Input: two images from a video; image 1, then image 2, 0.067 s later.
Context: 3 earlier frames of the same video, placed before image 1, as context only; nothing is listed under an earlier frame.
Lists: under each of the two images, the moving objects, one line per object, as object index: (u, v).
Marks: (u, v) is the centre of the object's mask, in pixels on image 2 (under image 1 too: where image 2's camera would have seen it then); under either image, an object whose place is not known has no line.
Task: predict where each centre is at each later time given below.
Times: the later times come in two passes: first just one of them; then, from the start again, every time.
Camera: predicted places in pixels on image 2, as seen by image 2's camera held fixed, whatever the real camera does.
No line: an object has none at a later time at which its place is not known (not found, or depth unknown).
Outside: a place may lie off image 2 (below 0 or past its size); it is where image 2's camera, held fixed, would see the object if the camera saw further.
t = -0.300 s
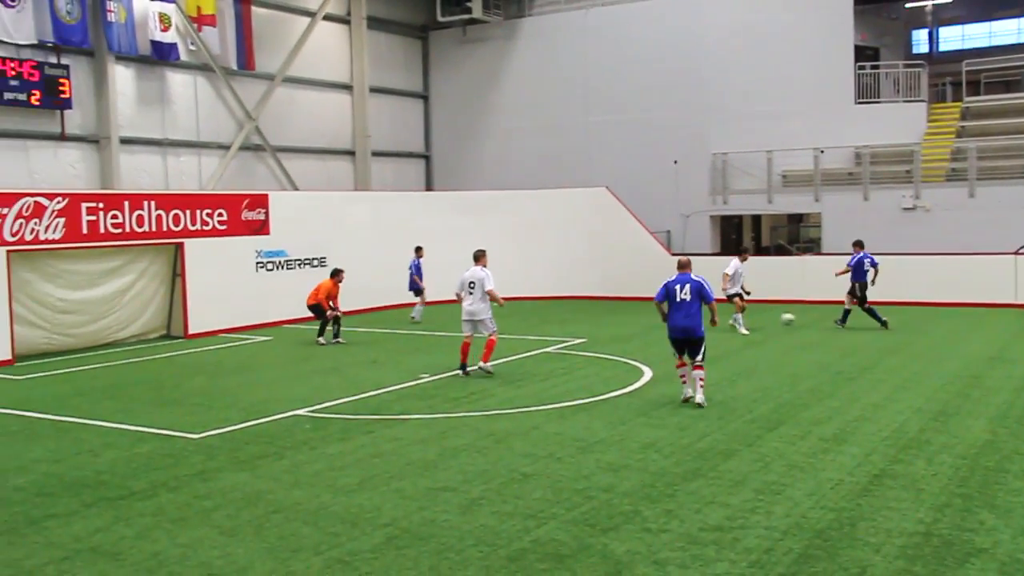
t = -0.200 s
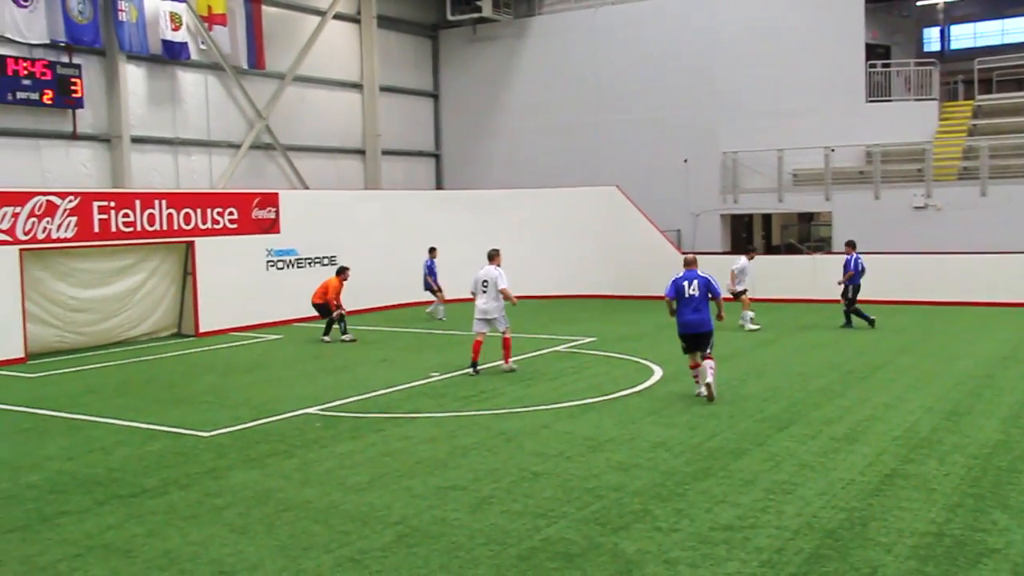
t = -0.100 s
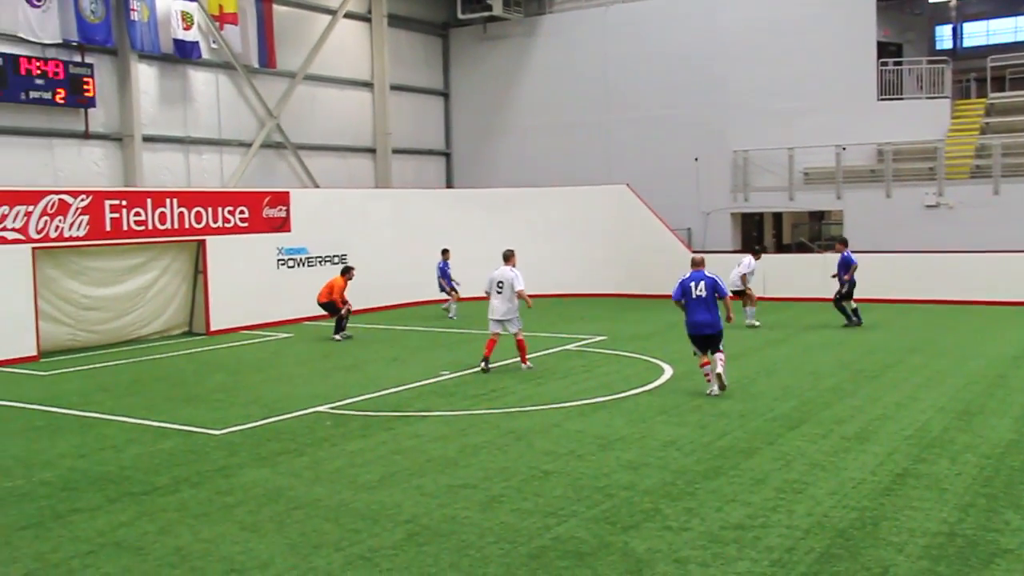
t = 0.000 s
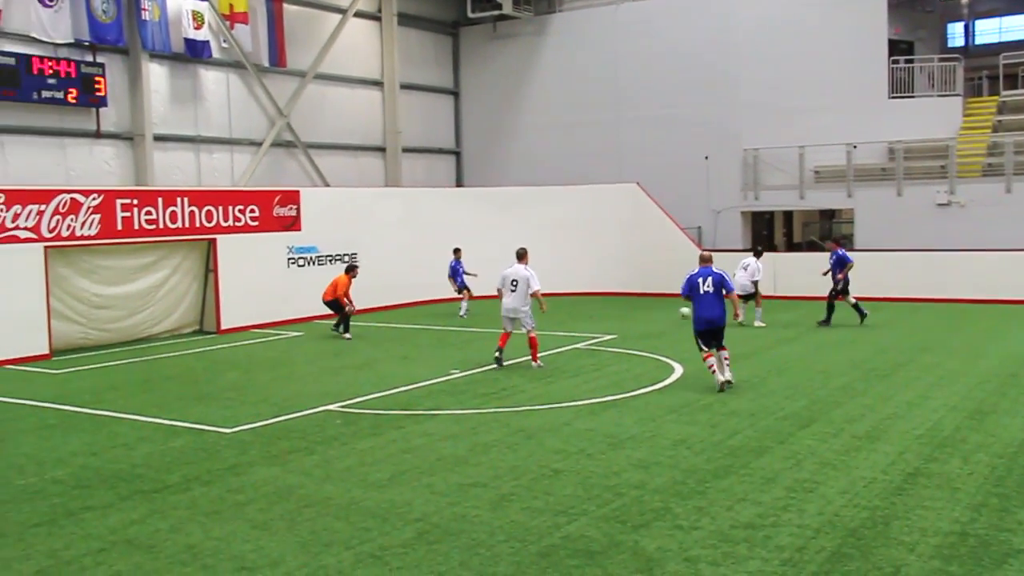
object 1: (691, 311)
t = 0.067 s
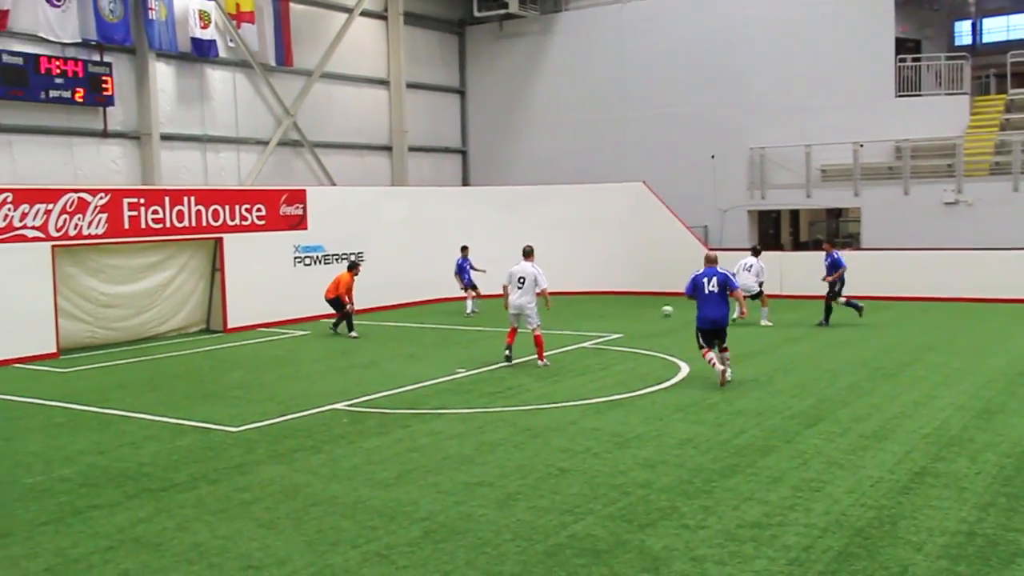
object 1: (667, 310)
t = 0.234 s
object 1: (613, 309)
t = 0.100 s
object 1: (656, 311)
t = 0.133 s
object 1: (644, 311)
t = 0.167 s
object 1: (633, 309)
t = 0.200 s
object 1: (623, 309)
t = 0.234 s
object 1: (613, 309)
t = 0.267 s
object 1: (602, 310)
